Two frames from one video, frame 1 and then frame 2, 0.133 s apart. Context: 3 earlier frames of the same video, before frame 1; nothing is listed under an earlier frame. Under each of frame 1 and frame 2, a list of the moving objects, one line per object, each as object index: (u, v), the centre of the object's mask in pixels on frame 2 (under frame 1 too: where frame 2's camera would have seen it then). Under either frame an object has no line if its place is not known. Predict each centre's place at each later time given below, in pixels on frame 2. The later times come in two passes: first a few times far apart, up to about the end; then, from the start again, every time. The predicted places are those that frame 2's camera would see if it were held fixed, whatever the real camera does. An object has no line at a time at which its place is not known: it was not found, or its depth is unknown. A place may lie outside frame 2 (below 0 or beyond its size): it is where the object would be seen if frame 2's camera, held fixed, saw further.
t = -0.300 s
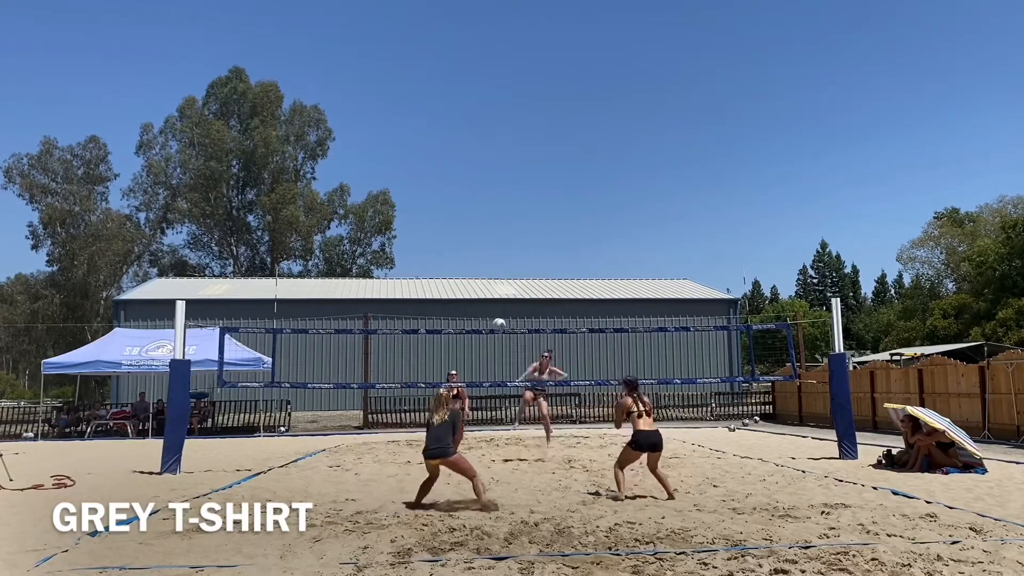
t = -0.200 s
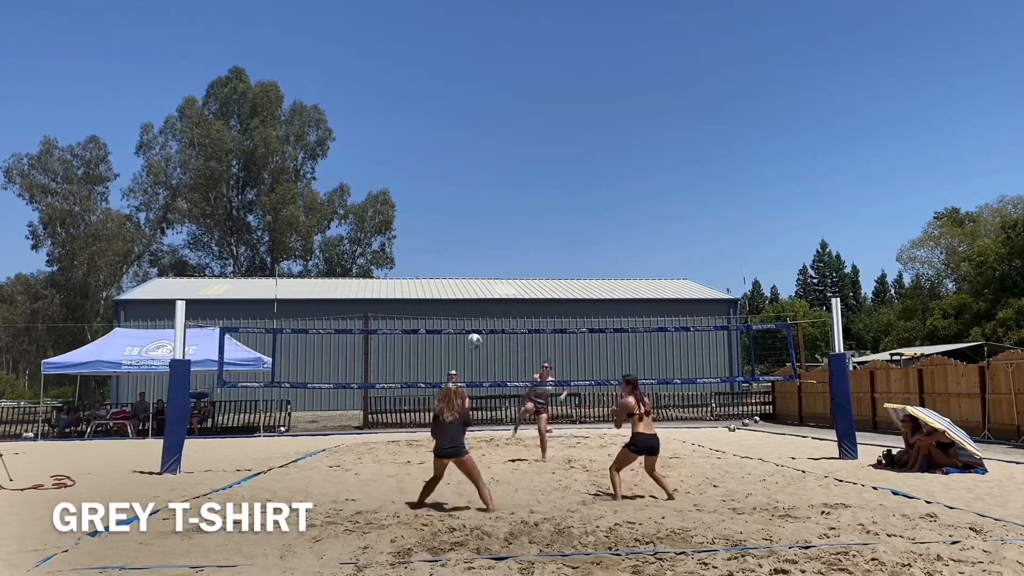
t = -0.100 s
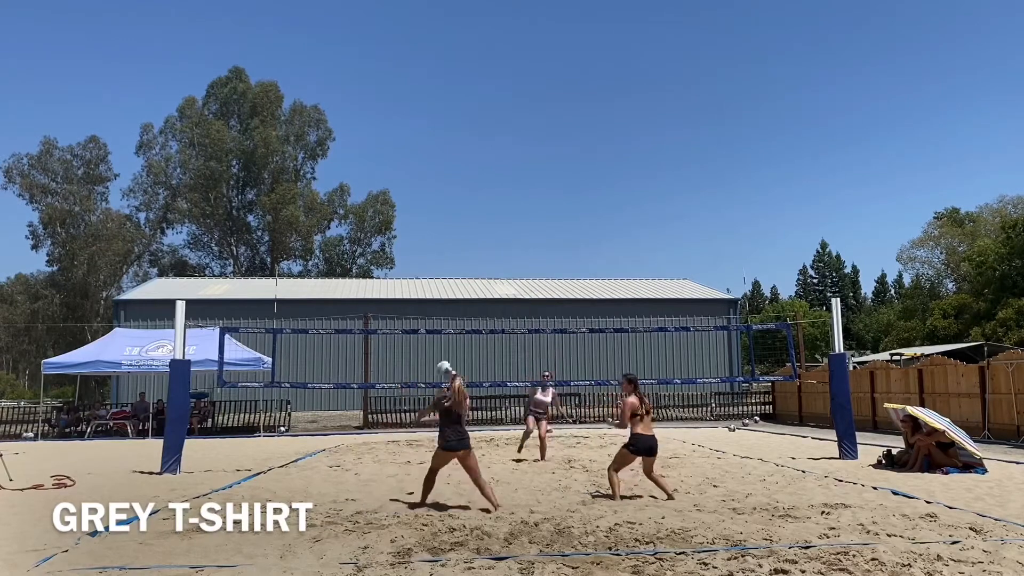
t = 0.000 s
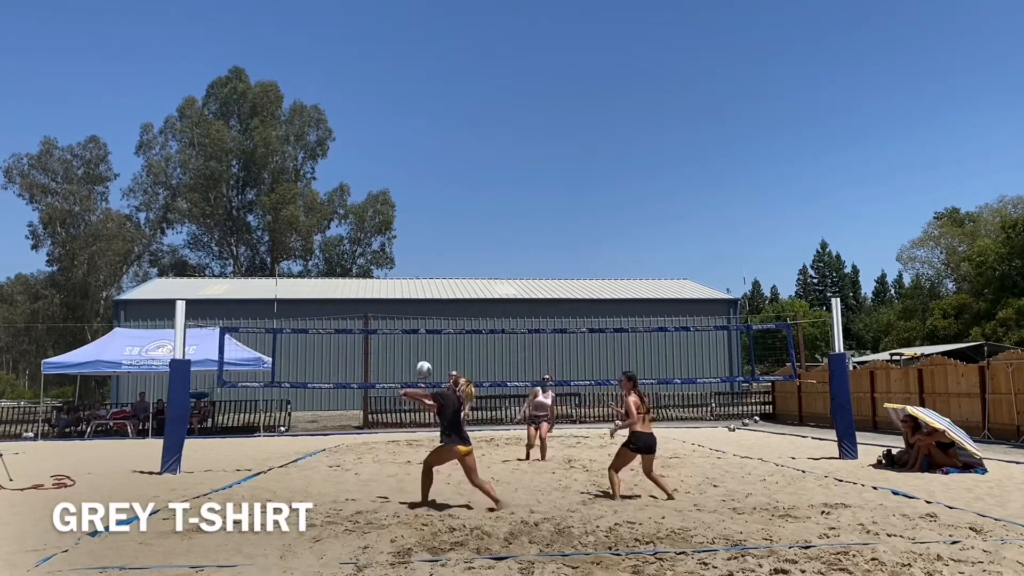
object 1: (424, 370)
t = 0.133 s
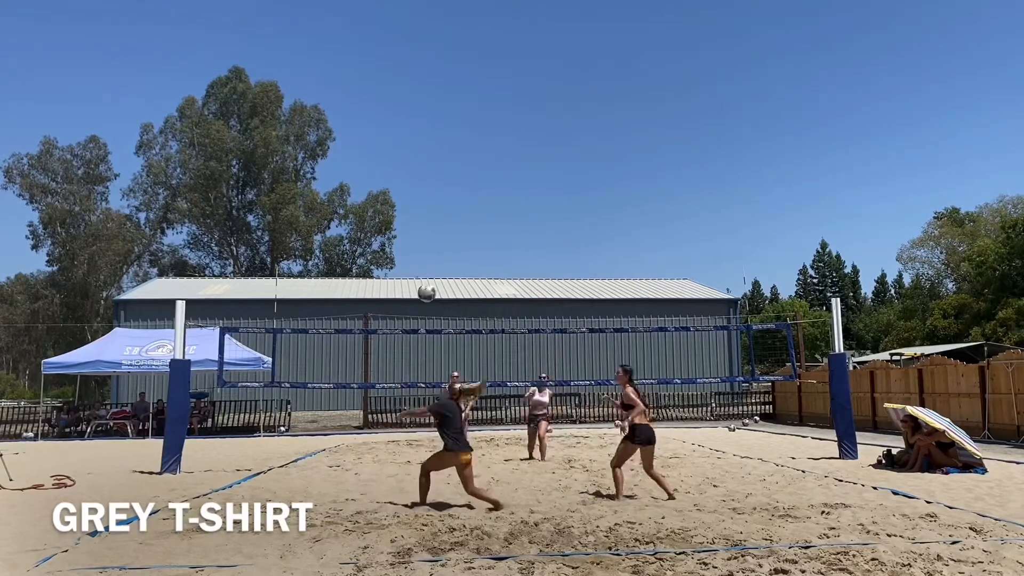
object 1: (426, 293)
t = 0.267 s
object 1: (430, 234)
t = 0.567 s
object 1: (436, 160)
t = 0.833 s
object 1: (442, 153)
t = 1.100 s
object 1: (448, 194)
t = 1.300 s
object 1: (452, 254)
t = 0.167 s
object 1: (427, 276)
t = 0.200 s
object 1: (428, 262)
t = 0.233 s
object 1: (429, 247)
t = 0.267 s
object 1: (430, 234)
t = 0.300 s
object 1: (430, 222)
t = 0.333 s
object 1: (431, 211)
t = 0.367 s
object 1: (432, 201)
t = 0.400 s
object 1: (432, 192)
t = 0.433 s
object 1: (433, 183)
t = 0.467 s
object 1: (434, 176)
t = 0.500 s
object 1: (435, 170)
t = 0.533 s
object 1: (435, 165)
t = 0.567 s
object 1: (436, 160)
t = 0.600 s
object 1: (437, 156)
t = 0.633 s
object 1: (437, 154)
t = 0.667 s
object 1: (438, 152)
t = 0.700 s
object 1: (439, 151)
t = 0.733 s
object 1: (440, 150)
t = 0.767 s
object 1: (441, 150)
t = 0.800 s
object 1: (441, 151)
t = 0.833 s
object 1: (442, 153)
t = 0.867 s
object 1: (443, 156)
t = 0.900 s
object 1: (444, 159)
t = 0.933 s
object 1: (444, 163)
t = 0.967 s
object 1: (445, 168)
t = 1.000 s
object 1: (445, 174)
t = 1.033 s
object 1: (446, 180)
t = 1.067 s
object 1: (447, 186)
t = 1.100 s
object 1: (448, 194)
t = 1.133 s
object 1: (449, 203)
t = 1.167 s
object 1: (449, 212)
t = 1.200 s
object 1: (450, 221)
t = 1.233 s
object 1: (451, 231)
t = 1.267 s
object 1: (452, 243)
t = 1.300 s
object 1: (452, 254)
